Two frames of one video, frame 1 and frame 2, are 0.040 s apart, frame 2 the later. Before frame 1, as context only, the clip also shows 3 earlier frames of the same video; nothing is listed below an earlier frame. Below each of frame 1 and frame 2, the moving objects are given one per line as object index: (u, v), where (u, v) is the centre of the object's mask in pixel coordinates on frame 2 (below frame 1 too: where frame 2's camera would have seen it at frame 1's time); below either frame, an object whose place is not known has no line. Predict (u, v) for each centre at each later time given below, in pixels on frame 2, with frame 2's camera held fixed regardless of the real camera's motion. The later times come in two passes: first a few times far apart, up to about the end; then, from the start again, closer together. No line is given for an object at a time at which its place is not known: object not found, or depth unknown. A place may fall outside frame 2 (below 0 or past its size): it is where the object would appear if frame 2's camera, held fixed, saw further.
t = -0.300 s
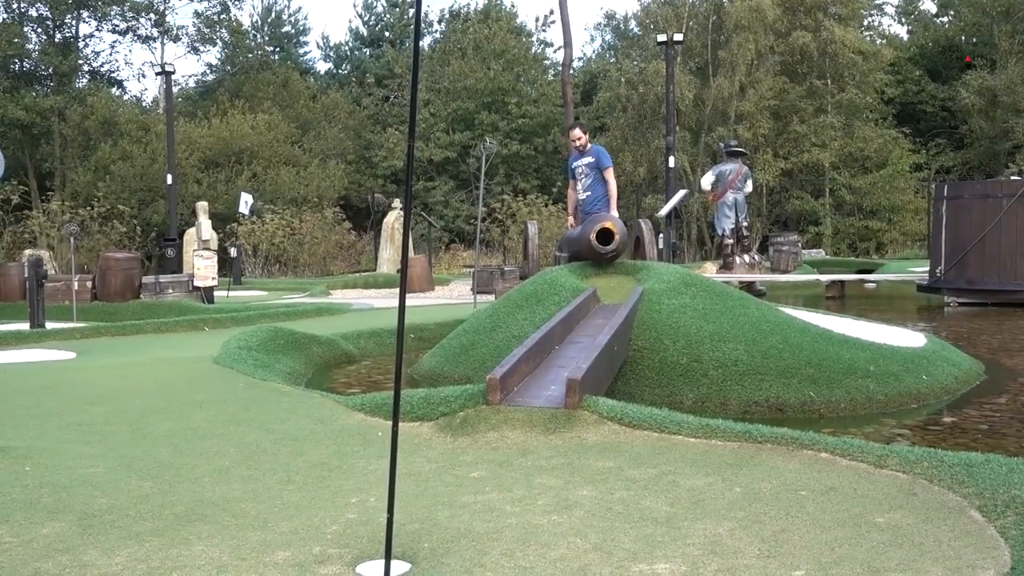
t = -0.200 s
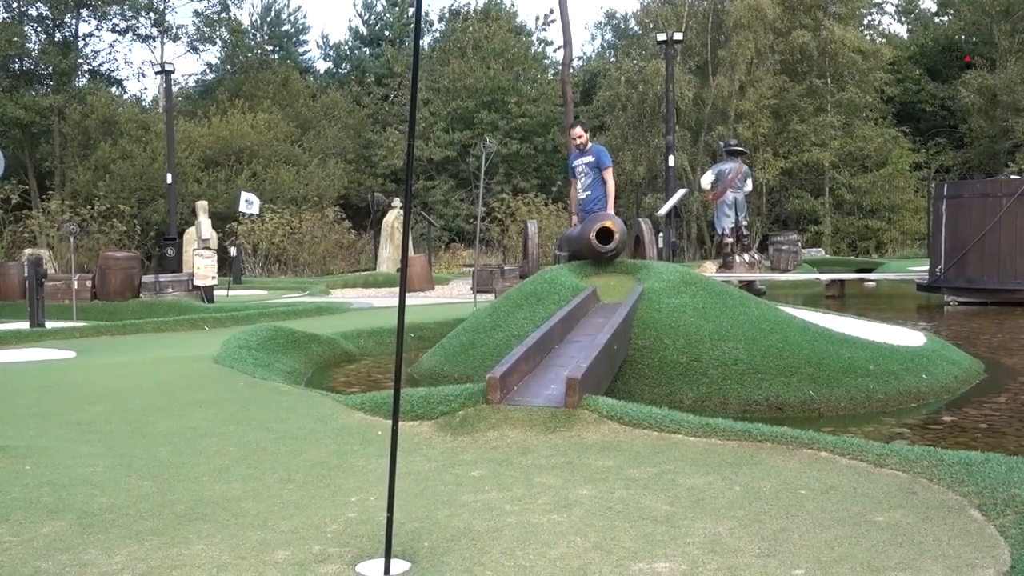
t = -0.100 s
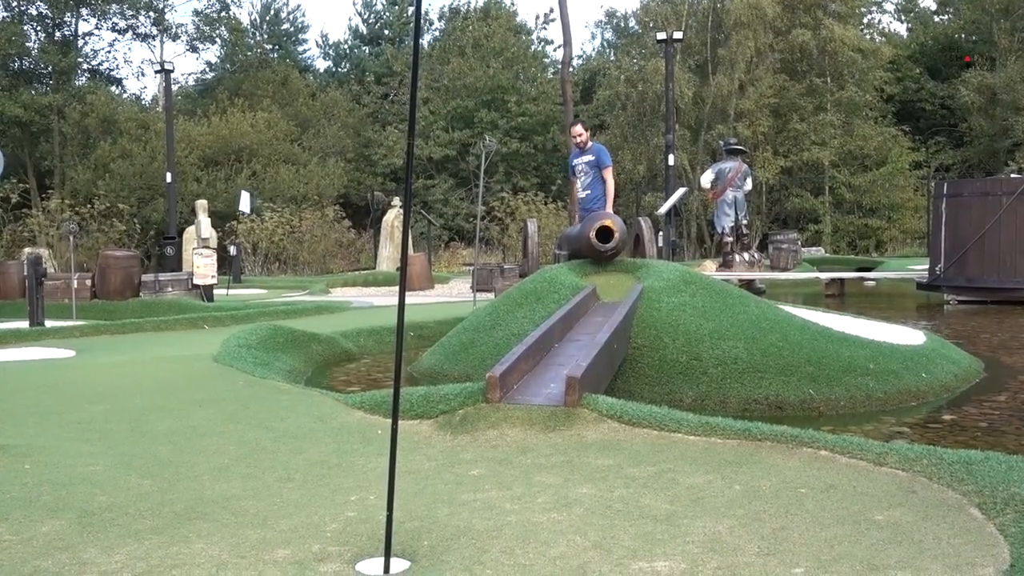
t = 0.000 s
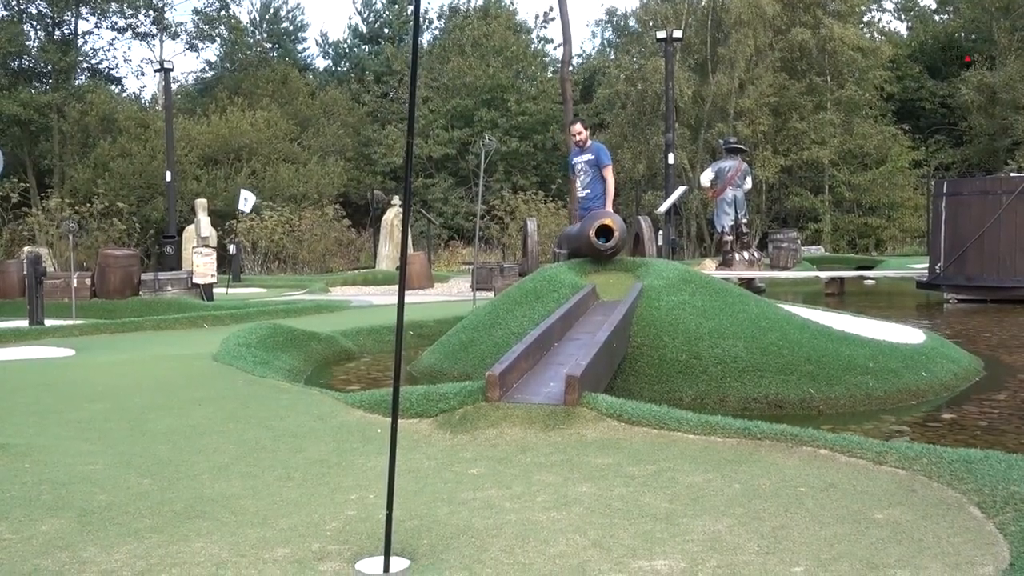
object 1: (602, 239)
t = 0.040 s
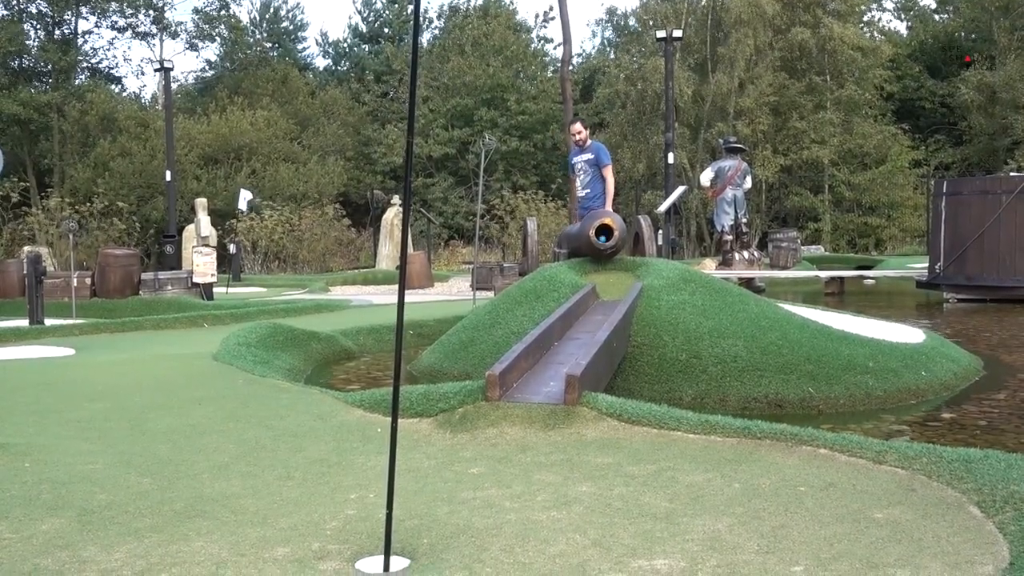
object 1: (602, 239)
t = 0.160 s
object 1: (605, 244)
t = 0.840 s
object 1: (604, 322)
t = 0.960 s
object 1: (595, 332)
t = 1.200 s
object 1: (574, 355)
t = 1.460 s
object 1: (547, 388)
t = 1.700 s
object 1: (517, 448)
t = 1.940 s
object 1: (472, 506)
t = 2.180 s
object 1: (398, 582)
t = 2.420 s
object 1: (267, 682)
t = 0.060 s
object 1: (603, 238)
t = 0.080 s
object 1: (603, 238)
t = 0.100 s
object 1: (603, 238)
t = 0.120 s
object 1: (604, 240)
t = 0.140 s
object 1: (604, 241)
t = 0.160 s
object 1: (605, 244)
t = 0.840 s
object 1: (604, 322)
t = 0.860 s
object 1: (603, 323)
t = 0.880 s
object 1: (601, 326)
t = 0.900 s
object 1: (599, 327)
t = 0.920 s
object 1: (598, 328)
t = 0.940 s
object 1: (596, 330)
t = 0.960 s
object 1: (595, 332)
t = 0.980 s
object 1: (593, 334)
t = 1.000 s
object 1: (591, 336)
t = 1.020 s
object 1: (590, 338)
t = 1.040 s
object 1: (588, 340)
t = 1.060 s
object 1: (586, 341)
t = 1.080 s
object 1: (585, 343)
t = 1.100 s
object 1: (583, 345)
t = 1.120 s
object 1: (581, 347)
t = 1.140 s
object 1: (579, 349)
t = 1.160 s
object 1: (578, 351)
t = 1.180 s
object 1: (576, 353)
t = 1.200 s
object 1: (574, 355)
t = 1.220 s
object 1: (572, 358)
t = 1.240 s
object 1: (570, 360)
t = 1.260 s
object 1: (568, 362)
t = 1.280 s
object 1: (566, 363)
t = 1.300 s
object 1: (564, 365)
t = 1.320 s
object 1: (562, 368)
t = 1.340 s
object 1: (559, 372)
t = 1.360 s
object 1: (558, 374)
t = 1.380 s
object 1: (556, 377)
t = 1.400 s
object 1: (553, 381)
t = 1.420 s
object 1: (551, 383)
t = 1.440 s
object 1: (549, 386)
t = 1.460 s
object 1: (547, 388)
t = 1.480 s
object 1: (545, 391)
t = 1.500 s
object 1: (543, 395)
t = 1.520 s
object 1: (541, 398)
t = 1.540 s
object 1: (538, 402)
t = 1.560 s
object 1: (536, 408)
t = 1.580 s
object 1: (534, 415)
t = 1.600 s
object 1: (532, 423)
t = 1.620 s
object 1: (529, 435)
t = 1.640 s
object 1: (526, 440)
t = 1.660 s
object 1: (523, 441)
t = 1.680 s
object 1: (520, 444)
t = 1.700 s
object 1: (517, 448)
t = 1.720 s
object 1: (514, 455)
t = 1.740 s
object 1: (511, 462)
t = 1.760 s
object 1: (507, 464)
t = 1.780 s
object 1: (504, 467)
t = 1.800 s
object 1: (501, 471)
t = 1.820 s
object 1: (497, 477)
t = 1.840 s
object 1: (493, 482)
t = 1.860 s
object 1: (489, 485)
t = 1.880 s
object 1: (485, 489)
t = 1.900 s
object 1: (481, 496)
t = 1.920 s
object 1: (477, 502)
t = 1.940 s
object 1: (472, 506)
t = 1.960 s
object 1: (468, 512)
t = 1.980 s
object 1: (463, 517)
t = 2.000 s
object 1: (458, 522)
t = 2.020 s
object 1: (453, 527)
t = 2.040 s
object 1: (447, 534)
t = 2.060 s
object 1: (442, 541)
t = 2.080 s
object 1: (436, 548)
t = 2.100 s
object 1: (429, 555)
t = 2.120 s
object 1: (422, 559)
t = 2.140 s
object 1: (415, 564)
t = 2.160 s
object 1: (407, 572)
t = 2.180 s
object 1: (398, 582)
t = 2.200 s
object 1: (389, 587)
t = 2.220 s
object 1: (381, 595)
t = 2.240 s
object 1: (371, 602)
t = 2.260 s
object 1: (361, 610)
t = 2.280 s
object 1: (352, 619)
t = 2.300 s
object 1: (341, 627)
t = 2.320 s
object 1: (330, 637)
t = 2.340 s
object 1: (318, 646)
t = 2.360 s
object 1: (306, 656)
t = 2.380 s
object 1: (294, 665)
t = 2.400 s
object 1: (280, 675)
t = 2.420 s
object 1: (267, 682)
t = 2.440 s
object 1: (254, 687)
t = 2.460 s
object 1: (240, 690)
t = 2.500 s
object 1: (211, 686)
